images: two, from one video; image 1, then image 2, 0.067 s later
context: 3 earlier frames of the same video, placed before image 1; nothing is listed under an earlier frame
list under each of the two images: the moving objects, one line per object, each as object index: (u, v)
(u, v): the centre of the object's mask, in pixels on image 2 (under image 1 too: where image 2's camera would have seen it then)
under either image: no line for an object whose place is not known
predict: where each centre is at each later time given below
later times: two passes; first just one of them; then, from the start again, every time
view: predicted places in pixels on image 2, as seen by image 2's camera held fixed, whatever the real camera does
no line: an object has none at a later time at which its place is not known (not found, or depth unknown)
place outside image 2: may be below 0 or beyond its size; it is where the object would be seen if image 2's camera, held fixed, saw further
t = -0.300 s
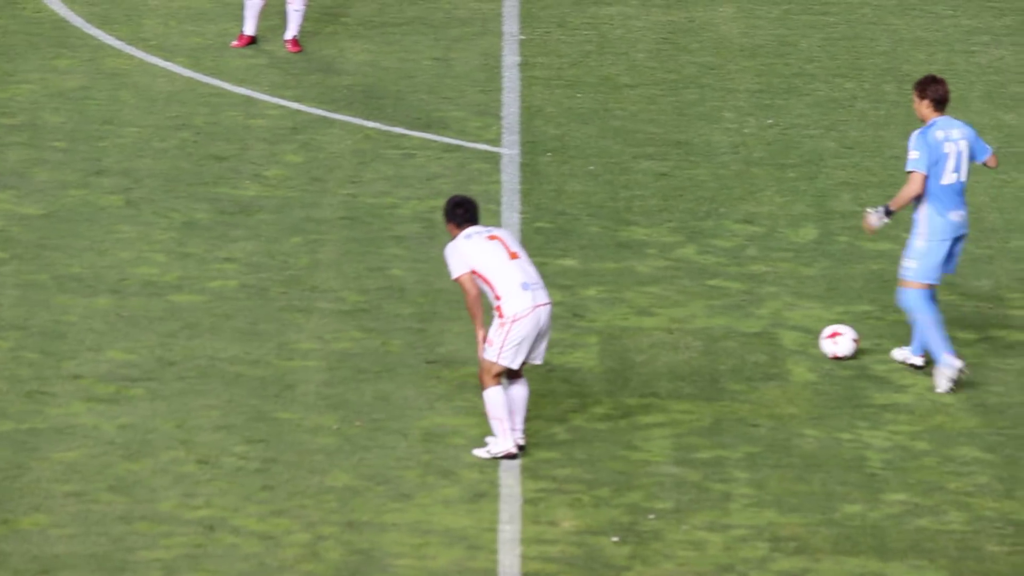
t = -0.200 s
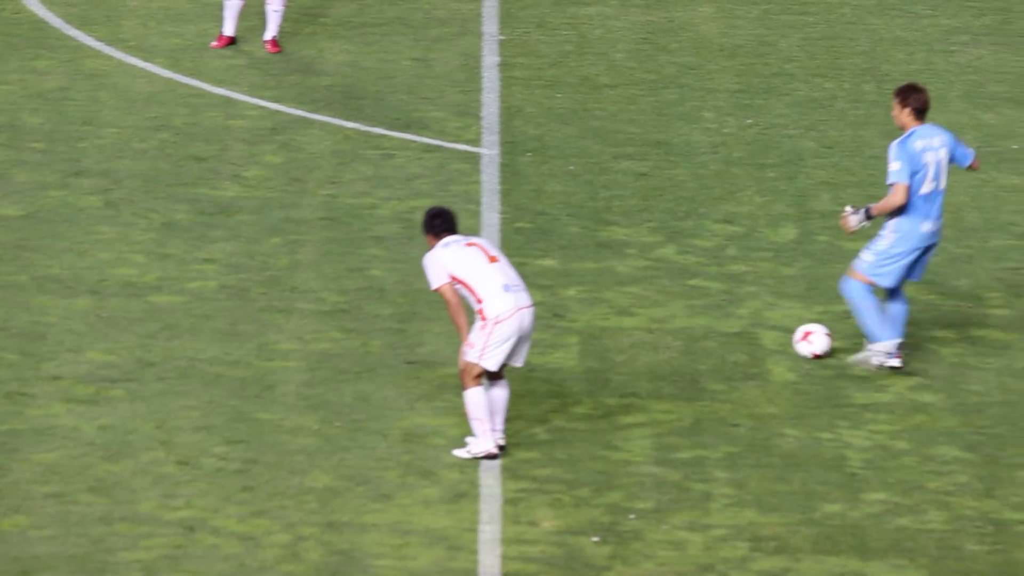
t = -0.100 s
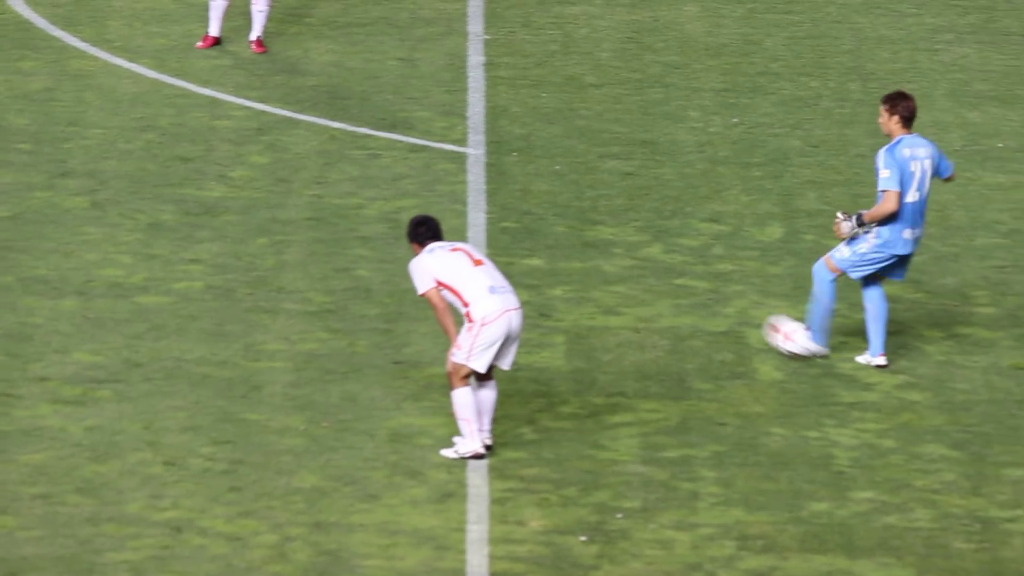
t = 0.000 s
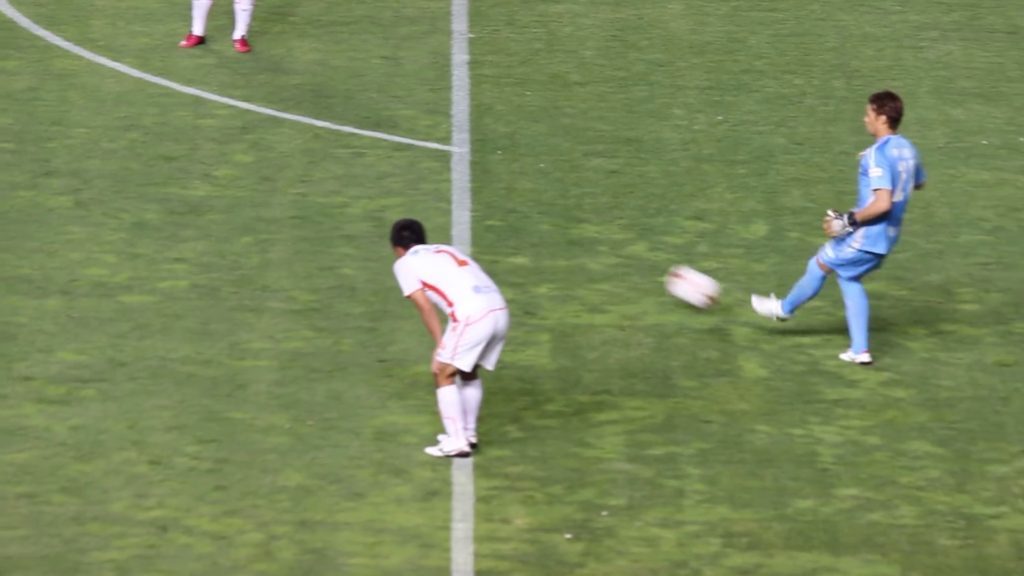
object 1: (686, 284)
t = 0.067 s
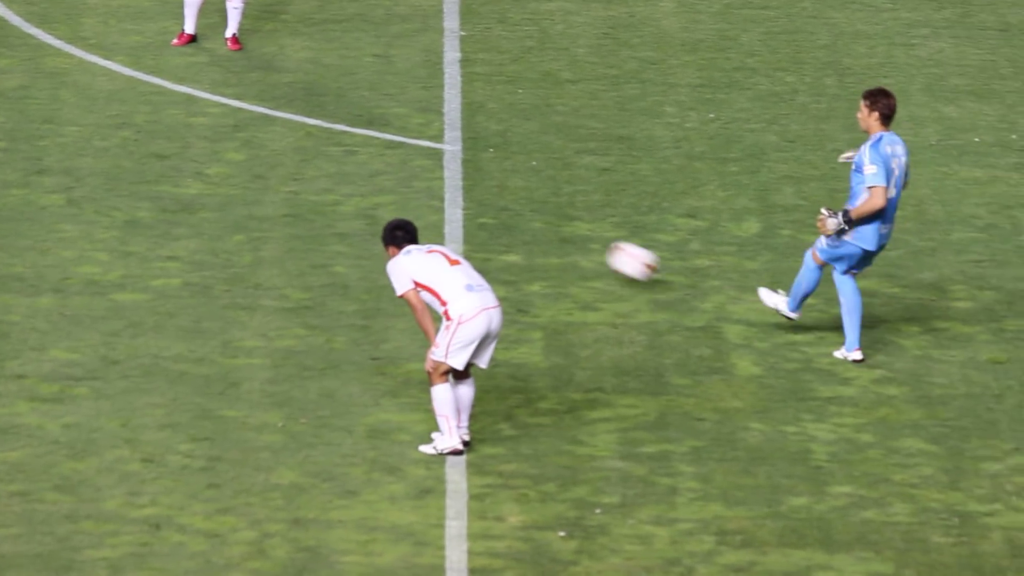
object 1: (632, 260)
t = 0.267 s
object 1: (484, 211)
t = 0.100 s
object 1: (606, 252)
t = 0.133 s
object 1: (580, 245)
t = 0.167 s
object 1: (554, 239)
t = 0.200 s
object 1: (528, 234)
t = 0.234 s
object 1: (505, 223)
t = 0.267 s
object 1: (484, 211)
